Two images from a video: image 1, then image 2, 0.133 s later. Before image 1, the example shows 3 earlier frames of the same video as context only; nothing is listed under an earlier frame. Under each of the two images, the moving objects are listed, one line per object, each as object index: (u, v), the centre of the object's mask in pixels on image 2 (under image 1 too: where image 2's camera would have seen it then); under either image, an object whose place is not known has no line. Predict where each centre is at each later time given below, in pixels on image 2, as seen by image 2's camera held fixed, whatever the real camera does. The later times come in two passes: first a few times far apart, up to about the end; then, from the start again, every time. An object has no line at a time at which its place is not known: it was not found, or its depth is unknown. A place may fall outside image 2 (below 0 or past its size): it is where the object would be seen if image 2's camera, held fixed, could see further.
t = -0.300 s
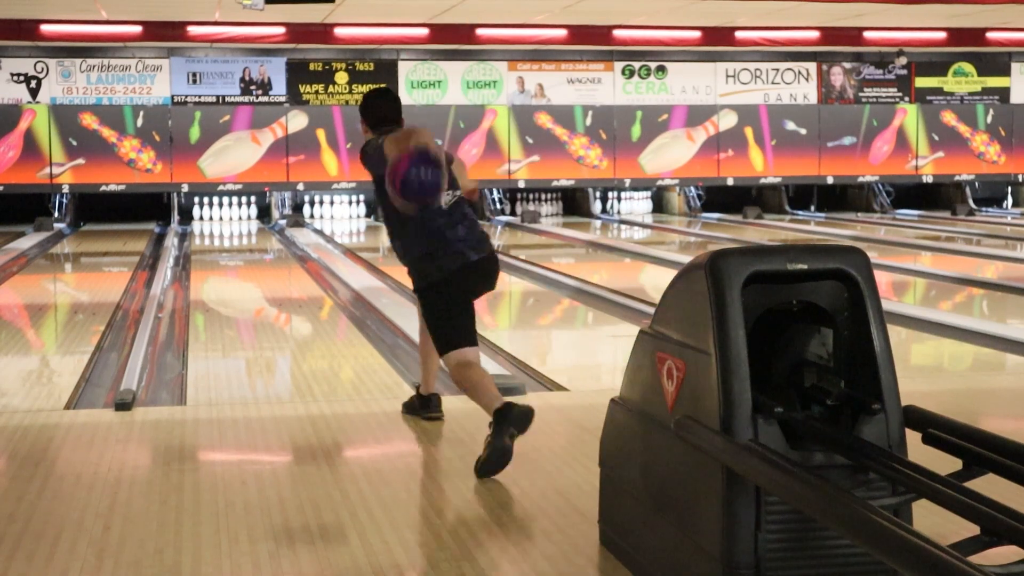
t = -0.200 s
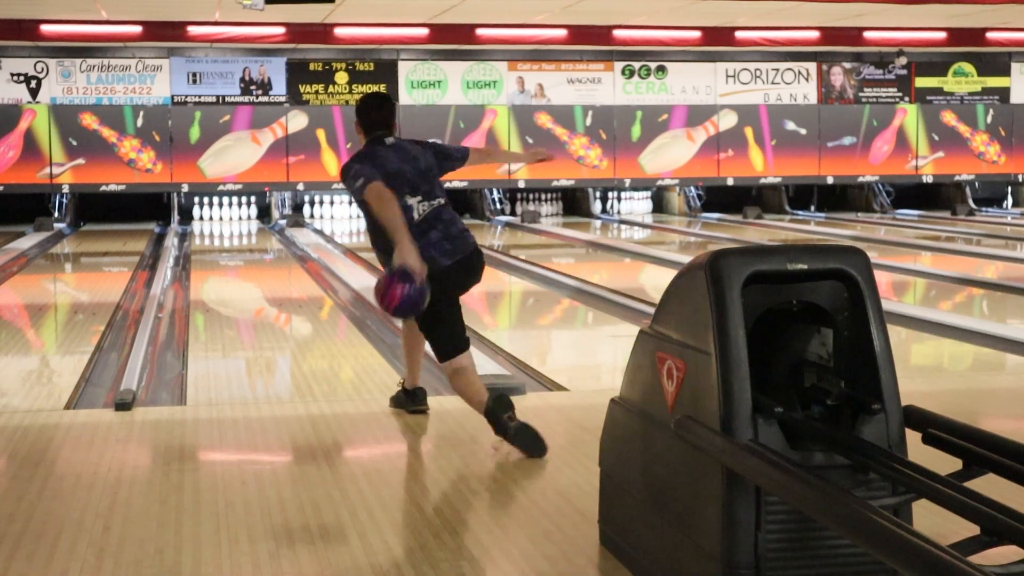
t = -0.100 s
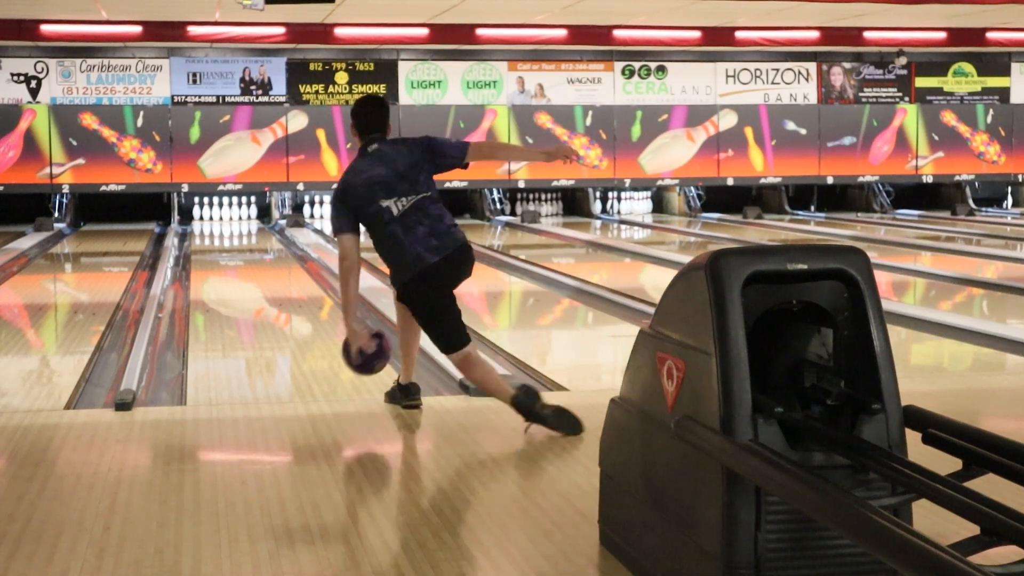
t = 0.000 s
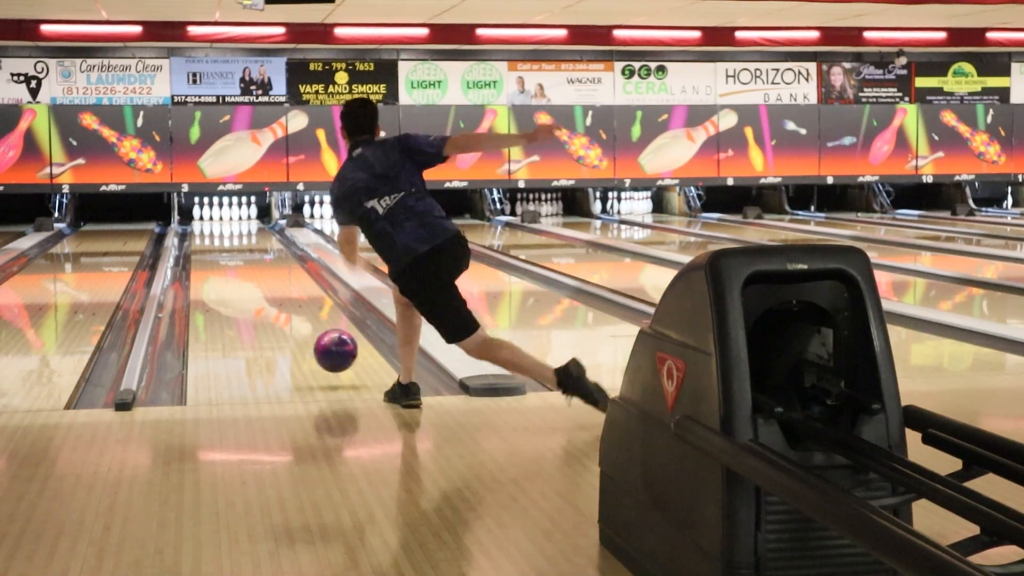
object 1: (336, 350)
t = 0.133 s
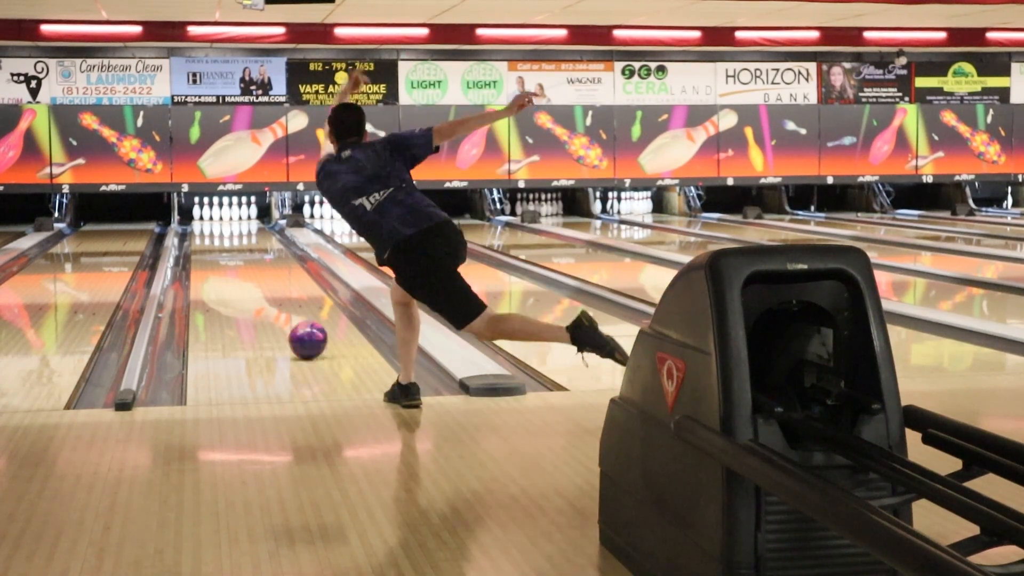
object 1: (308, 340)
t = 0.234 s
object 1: (291, 324)
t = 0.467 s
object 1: (262, 296)
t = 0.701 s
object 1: (242, 276)
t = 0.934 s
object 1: (227, 261)
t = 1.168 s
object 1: (216, 249)
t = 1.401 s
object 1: (208, 239)
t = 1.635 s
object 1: (204, 231)
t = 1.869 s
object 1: (205, 225)
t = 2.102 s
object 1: (213, 220)
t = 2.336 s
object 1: (222, 215)
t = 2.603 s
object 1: (221, 213)
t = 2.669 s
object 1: (221, 213)
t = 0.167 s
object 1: (302, 335)
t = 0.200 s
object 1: (296, 329)
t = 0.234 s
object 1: (291, 324)
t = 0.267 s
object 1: (287, 320)
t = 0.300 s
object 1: (282, 315)
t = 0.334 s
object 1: (277, 311)
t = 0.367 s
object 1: (273, 307)
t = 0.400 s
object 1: (270, 303)
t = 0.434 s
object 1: (266, 300)
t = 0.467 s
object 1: (262, 296)
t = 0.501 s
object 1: (259, 293)
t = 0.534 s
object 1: (256, 290)
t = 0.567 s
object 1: (253, 287)
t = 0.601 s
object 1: (250, 284)
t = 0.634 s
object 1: (247, 281)
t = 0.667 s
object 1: (244, 279)
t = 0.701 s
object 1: (242, 276)
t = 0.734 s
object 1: (240, 274)
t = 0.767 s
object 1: (237, 271)
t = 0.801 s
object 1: (235, 269)
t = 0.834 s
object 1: (233, 267)
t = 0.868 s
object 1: (231, 264)
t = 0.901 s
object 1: (229, 263)
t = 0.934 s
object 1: (227, 261)
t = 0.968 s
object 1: (225, 259)
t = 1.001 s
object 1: (224, 257)
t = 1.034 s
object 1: (222, 256)
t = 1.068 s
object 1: (221, 254)
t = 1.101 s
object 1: (219, 252)
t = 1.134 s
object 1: (218, 250)
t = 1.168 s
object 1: (216, 249)
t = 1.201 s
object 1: (215, 247)
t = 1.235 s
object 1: (214, 245)
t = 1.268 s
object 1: (213, 244)
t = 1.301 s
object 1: (212, 243)
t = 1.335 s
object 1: (211, 242)
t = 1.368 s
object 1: (209, 240)
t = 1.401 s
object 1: (208, 239)
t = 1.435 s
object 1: (208, 238)
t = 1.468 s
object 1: (207, 237)
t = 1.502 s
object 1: (206, 235)
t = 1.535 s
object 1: (205, 234)
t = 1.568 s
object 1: (205, 233)
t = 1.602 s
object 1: (204, 232)
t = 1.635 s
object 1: (204, 231)
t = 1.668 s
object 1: (204, 230)
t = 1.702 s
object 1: (204, 229)
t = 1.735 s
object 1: (204, 229)
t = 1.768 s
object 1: (204, 227)
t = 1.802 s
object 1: (204, 227)
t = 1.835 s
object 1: (204, 226)
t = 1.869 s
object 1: (205, 225)
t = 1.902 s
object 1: (206, 224)
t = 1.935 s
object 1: (206, 223)
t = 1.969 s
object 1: (207, 222)
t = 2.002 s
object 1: (208, 222)
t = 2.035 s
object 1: (210, 221)
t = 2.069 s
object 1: (211, 220)
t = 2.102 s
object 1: (213, 220)
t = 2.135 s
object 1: (215, 220)
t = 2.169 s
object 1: (216, 219)
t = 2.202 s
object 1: (217, 218)
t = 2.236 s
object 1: (218, 217)
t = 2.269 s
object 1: (220, 216)
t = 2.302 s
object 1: (221, 216)
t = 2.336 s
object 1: (222, 215)
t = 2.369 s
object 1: (222, 215)
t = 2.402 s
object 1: (222, 215)
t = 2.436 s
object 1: (222, 214)
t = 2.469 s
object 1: (222, 214)
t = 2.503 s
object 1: (222, 214)
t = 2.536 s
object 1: (222, 214)
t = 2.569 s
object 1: (222, 213)
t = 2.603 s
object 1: (221, 213)
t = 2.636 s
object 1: (221, 212)
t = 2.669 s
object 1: (221, 213)
